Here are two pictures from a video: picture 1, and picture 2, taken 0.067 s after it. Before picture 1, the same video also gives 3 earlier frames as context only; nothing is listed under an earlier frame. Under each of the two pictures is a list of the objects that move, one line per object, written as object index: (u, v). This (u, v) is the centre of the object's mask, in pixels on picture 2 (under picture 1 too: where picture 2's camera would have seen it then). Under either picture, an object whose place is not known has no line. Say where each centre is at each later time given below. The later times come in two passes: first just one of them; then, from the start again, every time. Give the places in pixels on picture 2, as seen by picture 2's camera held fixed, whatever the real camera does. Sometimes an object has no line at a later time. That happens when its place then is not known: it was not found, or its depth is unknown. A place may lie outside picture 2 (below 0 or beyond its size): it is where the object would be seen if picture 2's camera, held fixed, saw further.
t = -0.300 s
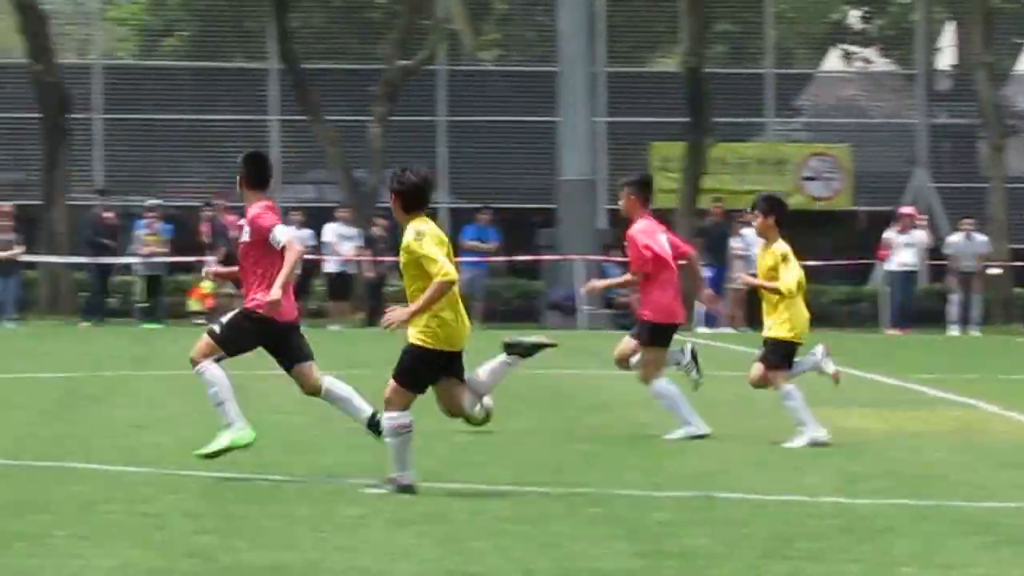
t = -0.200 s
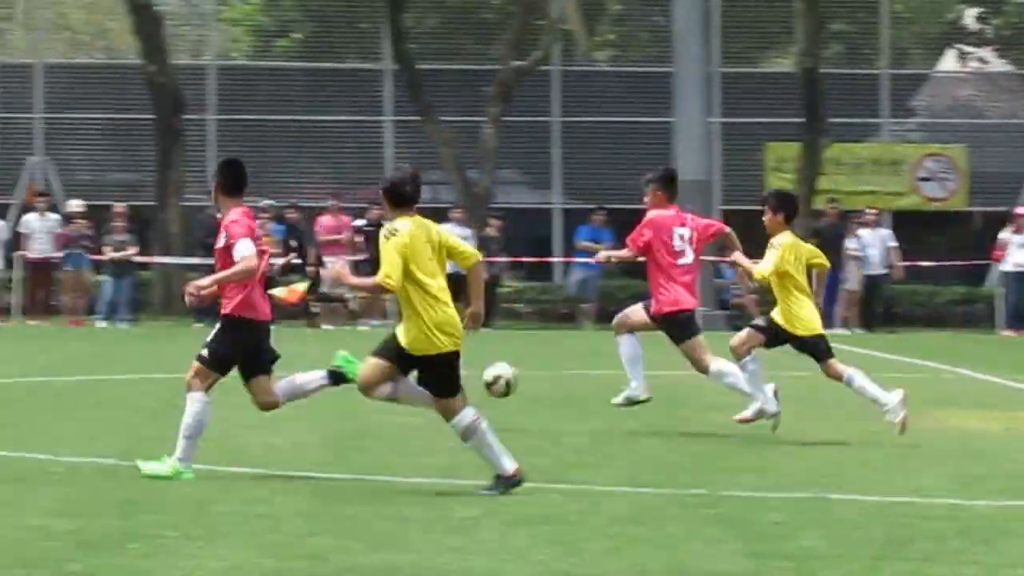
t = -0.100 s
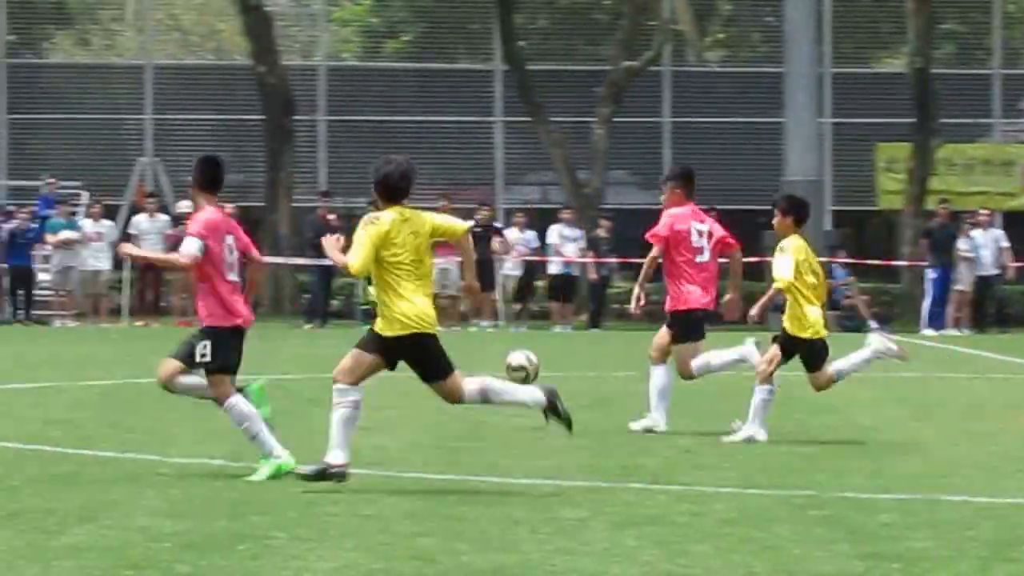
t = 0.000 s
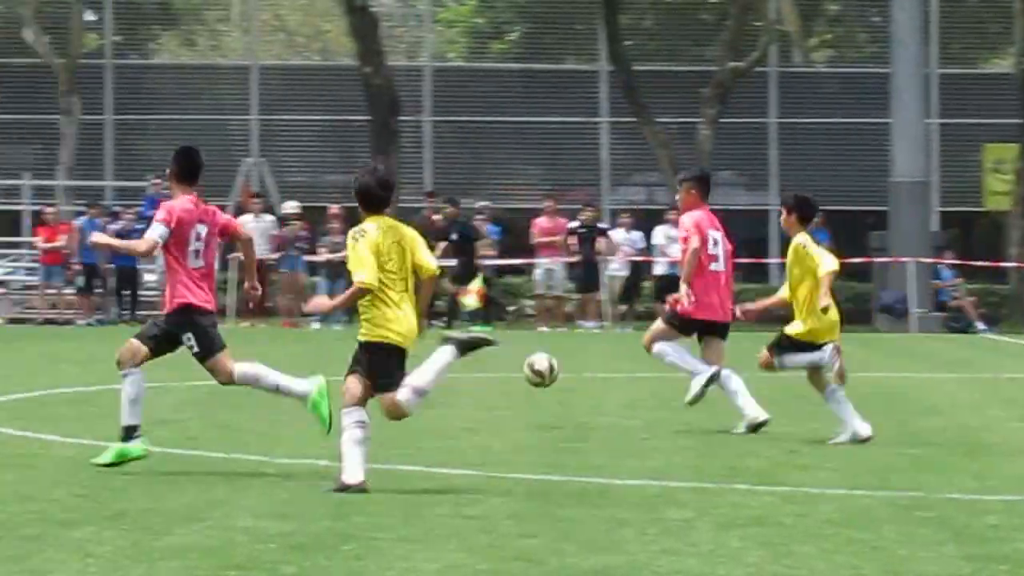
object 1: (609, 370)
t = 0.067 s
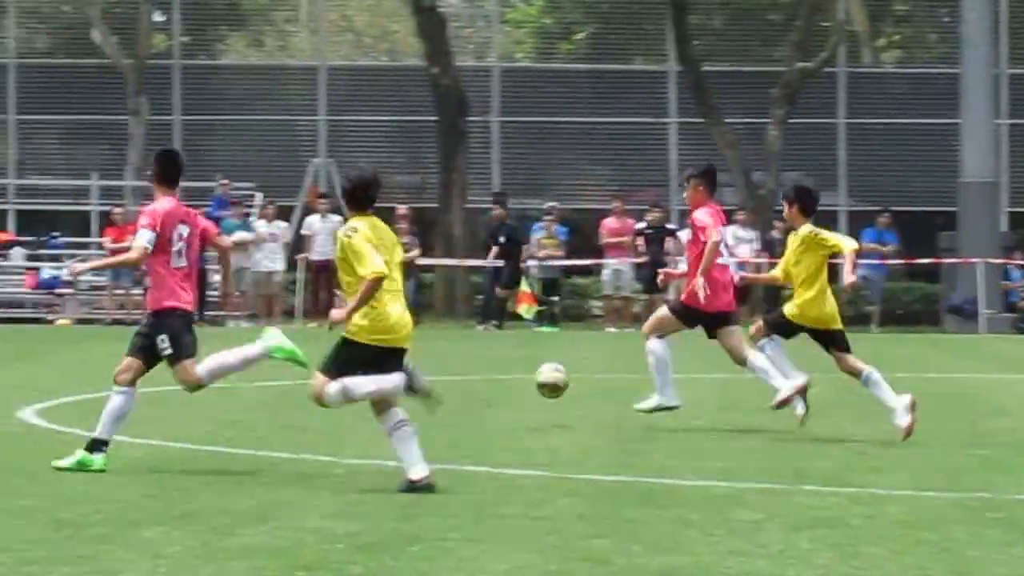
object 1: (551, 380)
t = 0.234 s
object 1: (414, 397)
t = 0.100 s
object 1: (522, 387)
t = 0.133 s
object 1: (495, 396)
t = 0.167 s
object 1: (468, 407)
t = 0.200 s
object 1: (441, 405)
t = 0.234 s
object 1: (414, 397)
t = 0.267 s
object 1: (387, 391)
